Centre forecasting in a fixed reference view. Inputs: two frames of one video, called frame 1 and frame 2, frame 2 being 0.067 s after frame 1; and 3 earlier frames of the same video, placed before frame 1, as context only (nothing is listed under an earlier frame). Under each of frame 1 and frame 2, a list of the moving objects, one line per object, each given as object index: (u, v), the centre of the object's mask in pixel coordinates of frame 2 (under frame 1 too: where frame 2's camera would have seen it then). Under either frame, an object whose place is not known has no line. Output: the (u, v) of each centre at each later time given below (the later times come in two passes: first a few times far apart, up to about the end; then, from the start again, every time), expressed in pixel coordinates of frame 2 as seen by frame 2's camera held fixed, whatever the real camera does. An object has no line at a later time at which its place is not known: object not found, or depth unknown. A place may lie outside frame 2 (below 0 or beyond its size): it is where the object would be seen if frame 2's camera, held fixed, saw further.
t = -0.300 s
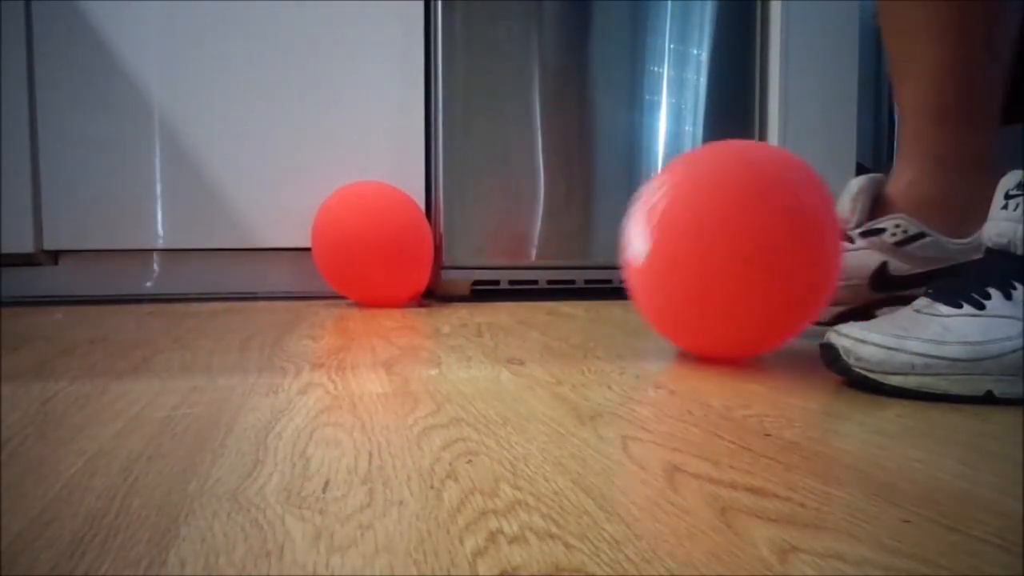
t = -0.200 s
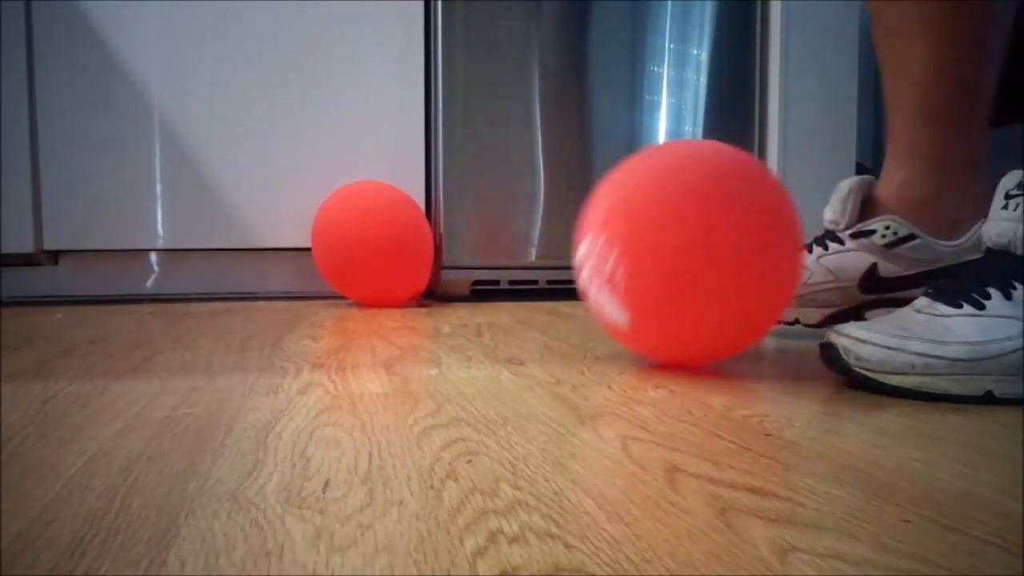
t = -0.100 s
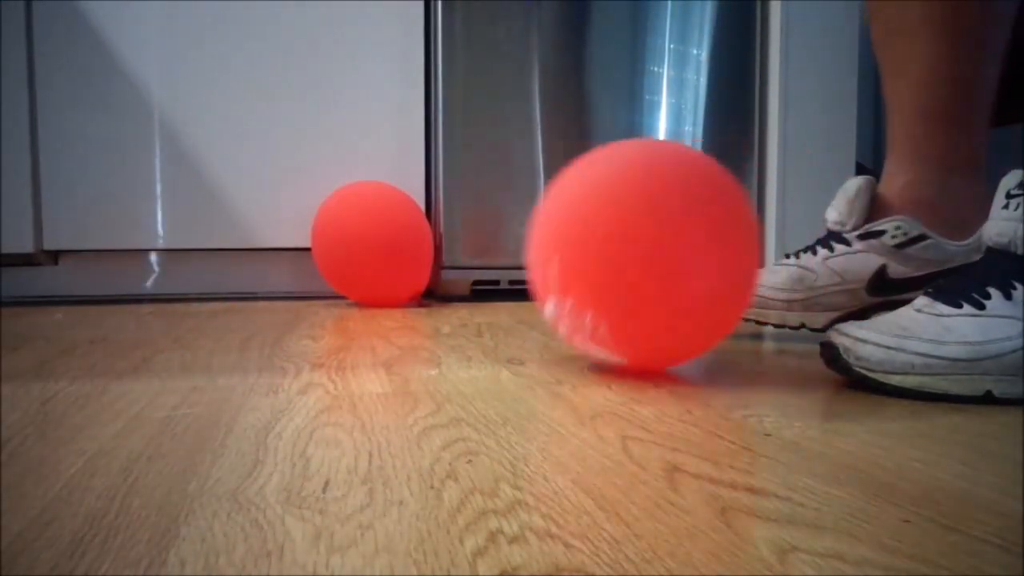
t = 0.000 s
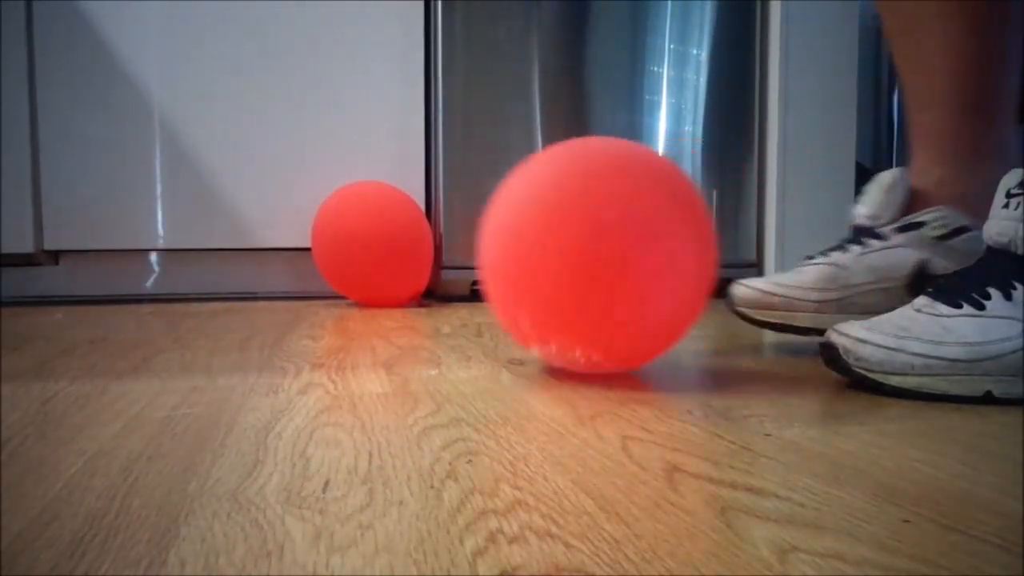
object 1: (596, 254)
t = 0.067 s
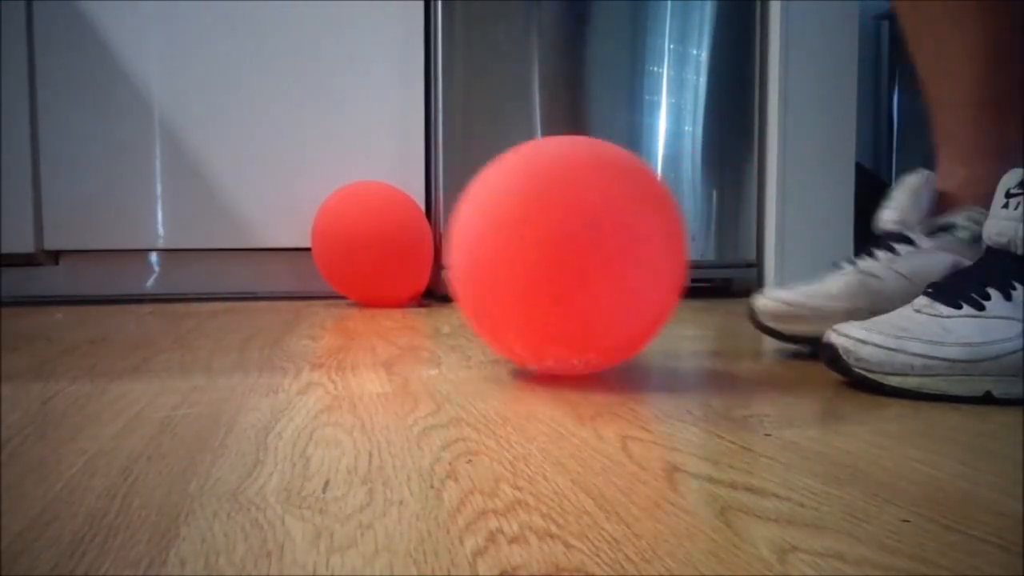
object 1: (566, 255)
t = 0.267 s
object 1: (485, 254)
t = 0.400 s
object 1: (437, 251)
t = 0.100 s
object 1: (552, 254)
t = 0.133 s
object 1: (538, 255)
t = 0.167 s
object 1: (525, 255)
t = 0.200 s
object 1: (511, 254)
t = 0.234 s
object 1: (498, 255)
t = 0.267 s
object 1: (485, 254)
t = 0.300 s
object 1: (473, 253)
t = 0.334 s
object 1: (460, 253)
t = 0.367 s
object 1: (449, 252)
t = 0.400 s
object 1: (437, 251)
